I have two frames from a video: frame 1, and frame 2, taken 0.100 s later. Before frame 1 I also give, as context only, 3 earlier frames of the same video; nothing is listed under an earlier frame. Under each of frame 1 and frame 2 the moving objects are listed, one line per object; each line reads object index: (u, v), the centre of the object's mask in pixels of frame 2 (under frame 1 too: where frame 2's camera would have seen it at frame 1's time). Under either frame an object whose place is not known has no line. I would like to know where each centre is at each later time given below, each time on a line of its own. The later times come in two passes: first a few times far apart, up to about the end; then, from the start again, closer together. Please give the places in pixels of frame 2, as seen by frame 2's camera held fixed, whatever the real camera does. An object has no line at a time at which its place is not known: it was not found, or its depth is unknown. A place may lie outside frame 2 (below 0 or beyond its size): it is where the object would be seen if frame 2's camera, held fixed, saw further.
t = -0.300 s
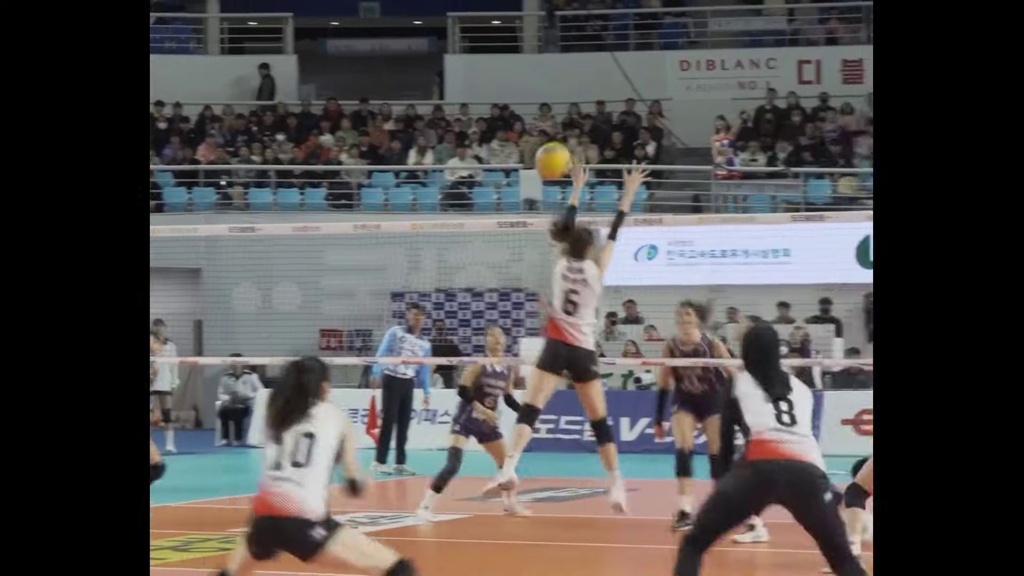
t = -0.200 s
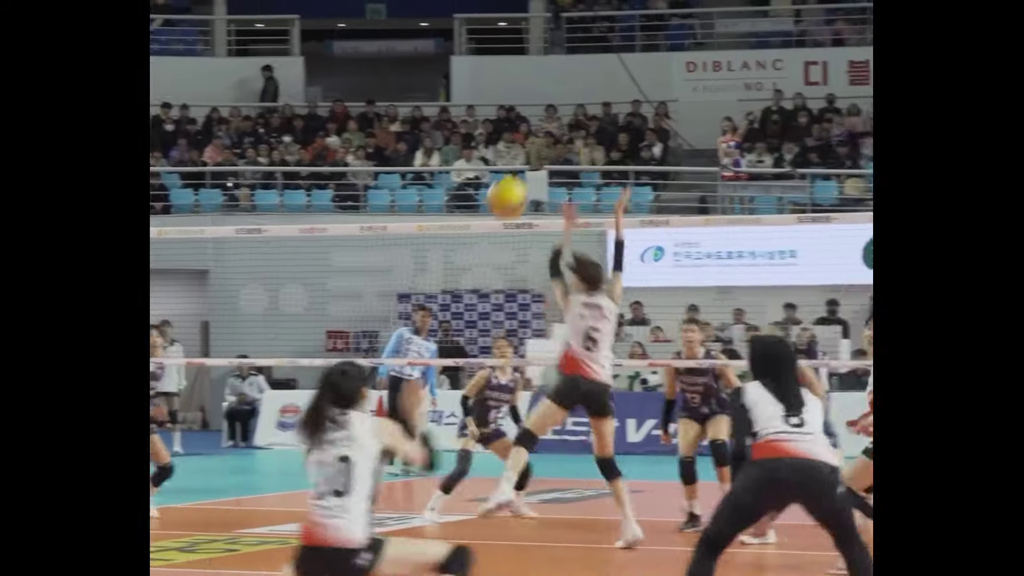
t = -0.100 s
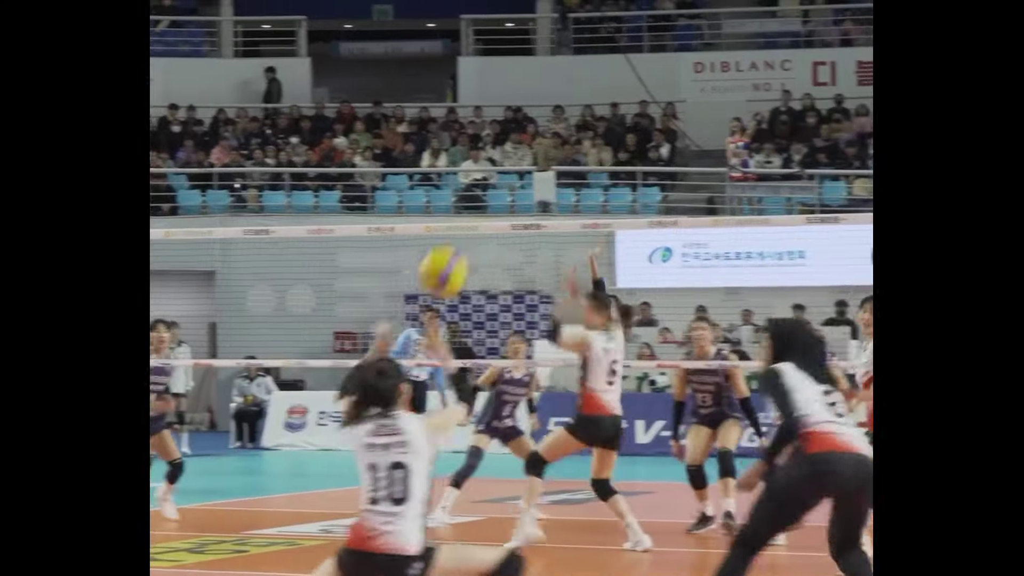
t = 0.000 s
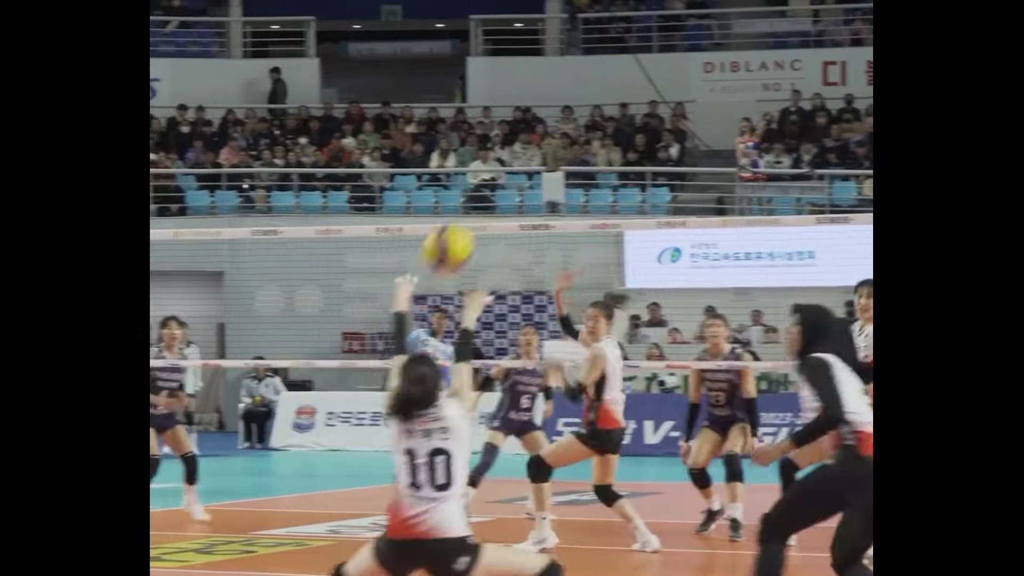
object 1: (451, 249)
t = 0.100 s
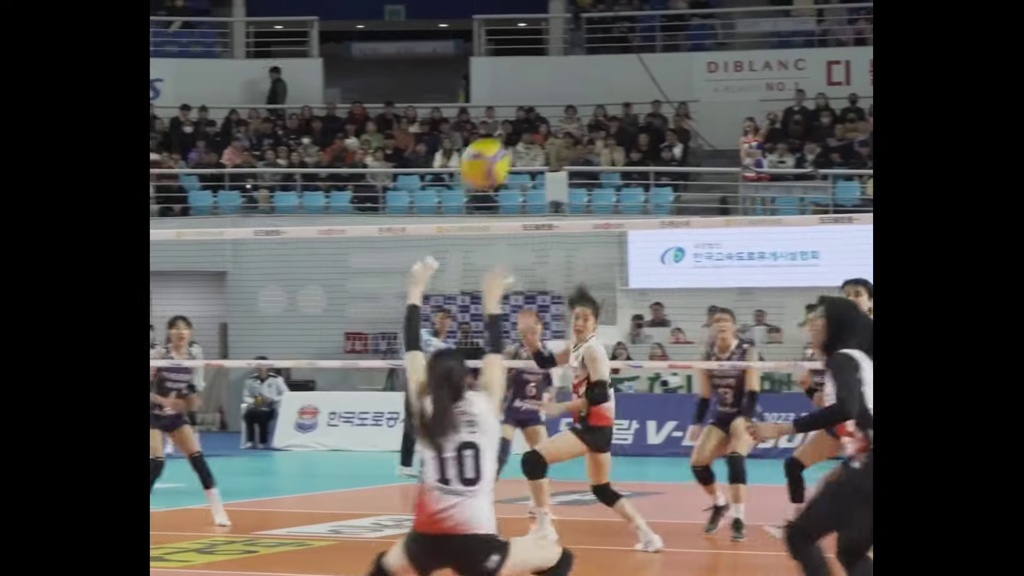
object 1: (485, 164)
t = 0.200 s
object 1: (516, 103)
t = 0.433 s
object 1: (590, 42)
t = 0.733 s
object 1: (677, 128)
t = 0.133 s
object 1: (495, 141)
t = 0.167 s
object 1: (505, 121)
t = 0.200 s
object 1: (516, 103)
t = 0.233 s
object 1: (527, 87)
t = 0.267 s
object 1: (538, 73)
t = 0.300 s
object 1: (549, 63)
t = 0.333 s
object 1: (559, 53)
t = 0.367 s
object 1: (569, 47)
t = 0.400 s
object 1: (578, 44)
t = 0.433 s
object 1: (590, 42)
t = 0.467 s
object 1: (599, 43)
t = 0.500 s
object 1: (611, 46)
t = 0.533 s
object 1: (621, 51)
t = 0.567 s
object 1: (631, 58)
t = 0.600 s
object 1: (641, 67)
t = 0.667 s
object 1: (660, 94)
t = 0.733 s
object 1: (677, 128)
